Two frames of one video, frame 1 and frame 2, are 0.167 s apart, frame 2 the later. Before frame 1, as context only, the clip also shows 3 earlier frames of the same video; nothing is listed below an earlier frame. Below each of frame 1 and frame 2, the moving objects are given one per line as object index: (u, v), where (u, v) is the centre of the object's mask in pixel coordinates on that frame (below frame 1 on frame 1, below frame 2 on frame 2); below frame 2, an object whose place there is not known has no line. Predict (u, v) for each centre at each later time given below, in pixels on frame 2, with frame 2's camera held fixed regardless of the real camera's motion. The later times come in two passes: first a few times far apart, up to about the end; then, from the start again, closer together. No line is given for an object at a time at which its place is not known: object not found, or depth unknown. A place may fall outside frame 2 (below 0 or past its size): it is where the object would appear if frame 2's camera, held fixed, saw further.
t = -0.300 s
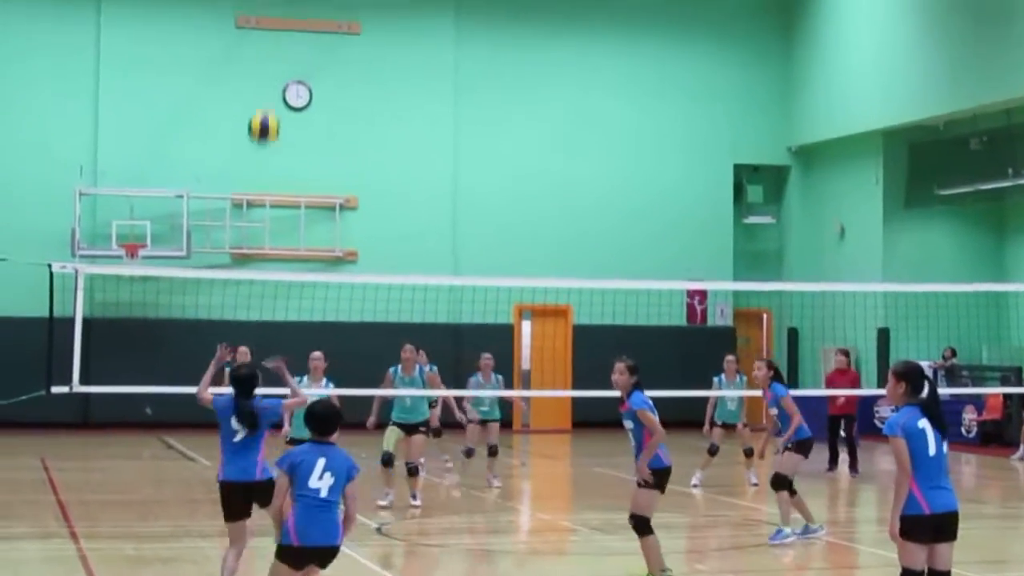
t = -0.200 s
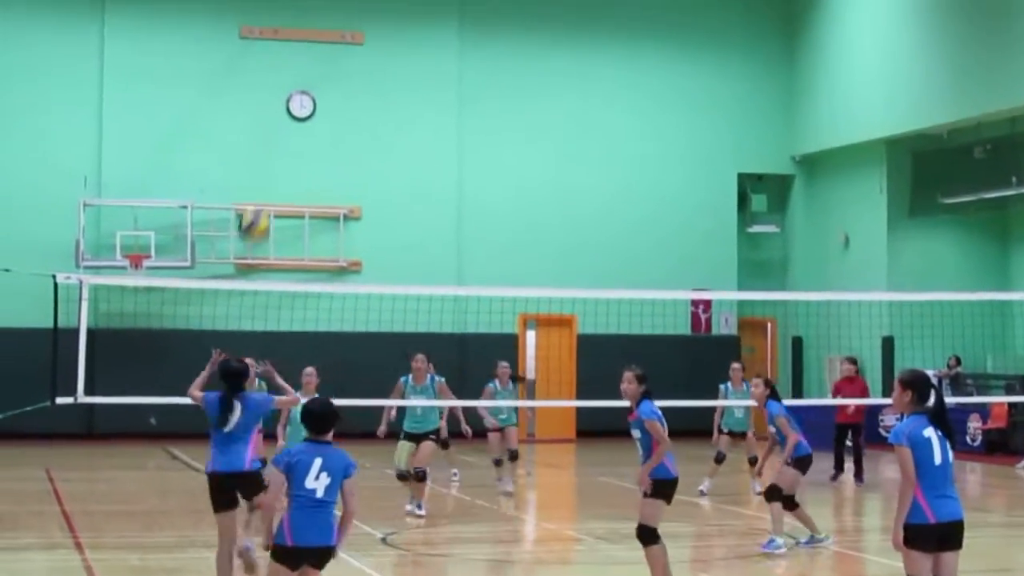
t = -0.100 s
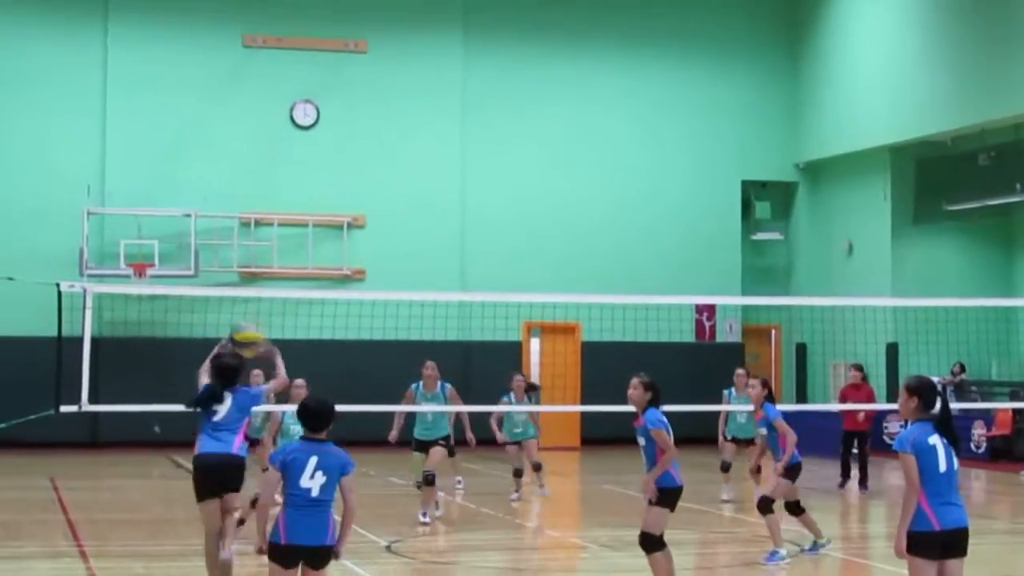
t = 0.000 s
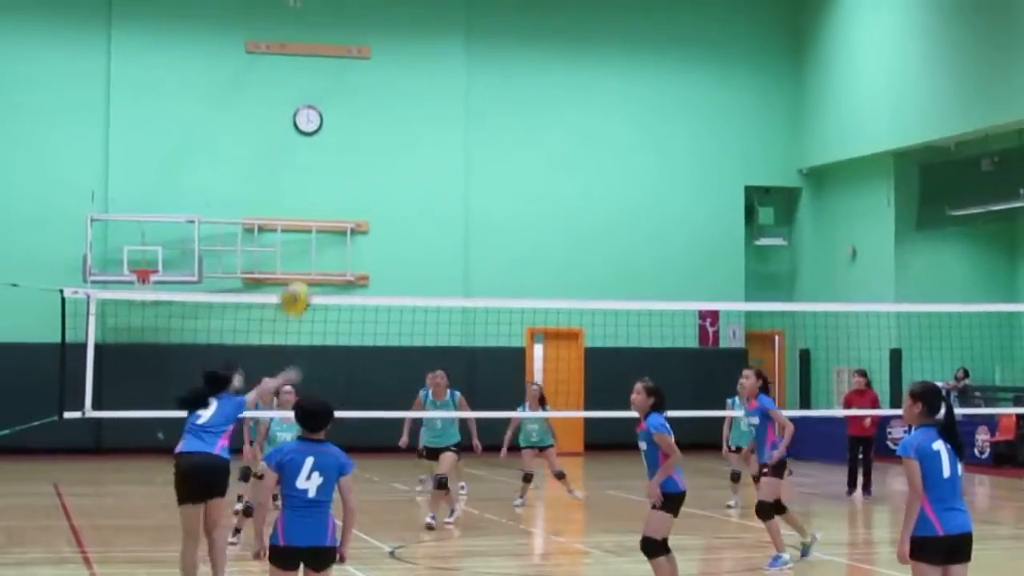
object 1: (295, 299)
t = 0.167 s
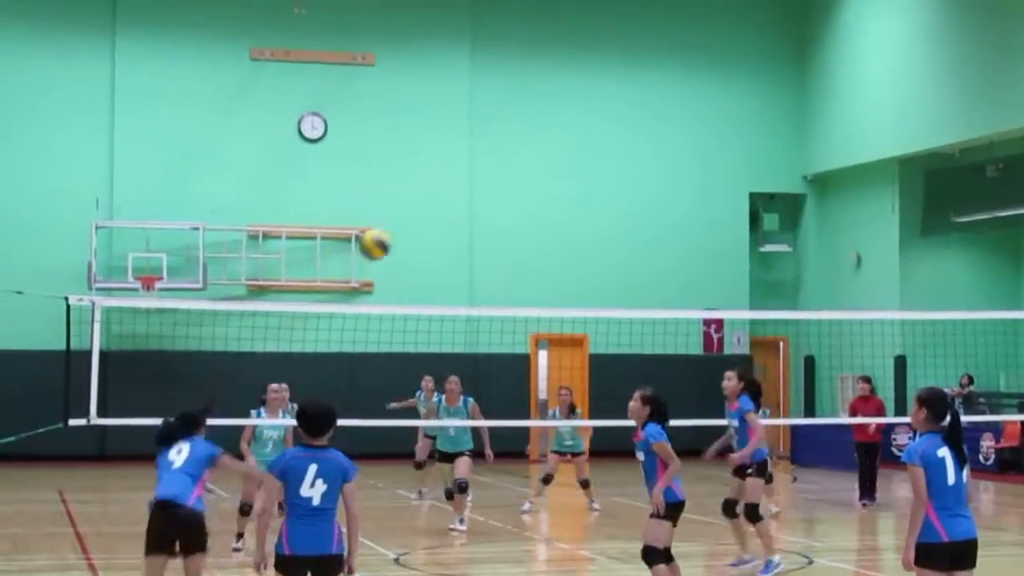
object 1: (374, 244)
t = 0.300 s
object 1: (429, 227)
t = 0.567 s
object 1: (519, 269)
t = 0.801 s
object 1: (582, 372)
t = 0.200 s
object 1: (388, 238)
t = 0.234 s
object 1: (401, 233)
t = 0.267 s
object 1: (416, 229)
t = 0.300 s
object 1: (429, 227)
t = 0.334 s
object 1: (441, 227)
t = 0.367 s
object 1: (454, 228)
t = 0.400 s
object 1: (466, 232)
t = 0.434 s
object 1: (477, 236)
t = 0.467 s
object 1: (488, 242)
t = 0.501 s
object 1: (500, 249)
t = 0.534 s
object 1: (510, 258)
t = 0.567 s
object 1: (519, 269)
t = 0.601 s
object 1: (529, 279)
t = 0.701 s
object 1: (555, 321)
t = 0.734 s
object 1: (563, 336)
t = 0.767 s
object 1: (572, 352)
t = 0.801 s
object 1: (582, 372)
